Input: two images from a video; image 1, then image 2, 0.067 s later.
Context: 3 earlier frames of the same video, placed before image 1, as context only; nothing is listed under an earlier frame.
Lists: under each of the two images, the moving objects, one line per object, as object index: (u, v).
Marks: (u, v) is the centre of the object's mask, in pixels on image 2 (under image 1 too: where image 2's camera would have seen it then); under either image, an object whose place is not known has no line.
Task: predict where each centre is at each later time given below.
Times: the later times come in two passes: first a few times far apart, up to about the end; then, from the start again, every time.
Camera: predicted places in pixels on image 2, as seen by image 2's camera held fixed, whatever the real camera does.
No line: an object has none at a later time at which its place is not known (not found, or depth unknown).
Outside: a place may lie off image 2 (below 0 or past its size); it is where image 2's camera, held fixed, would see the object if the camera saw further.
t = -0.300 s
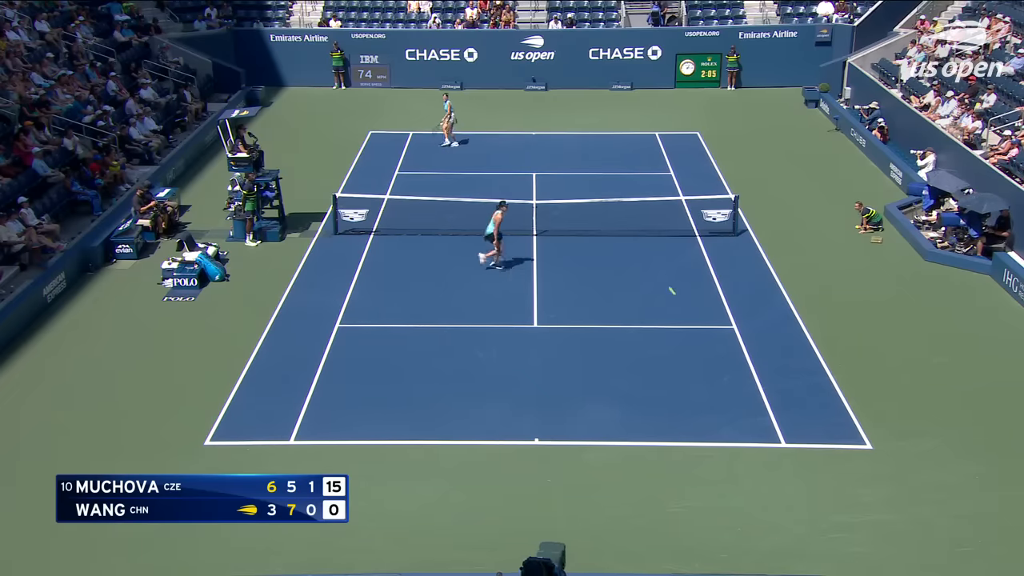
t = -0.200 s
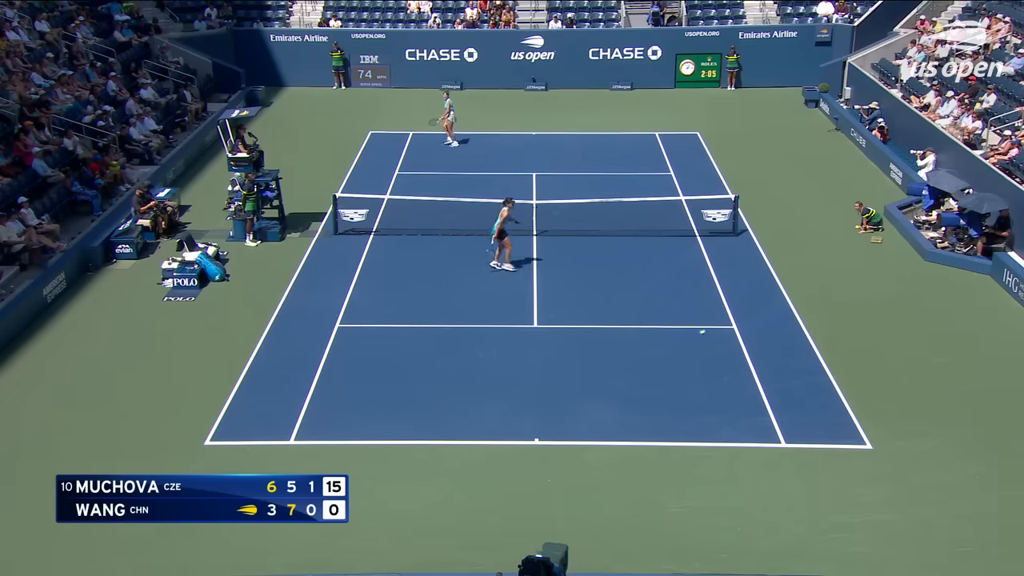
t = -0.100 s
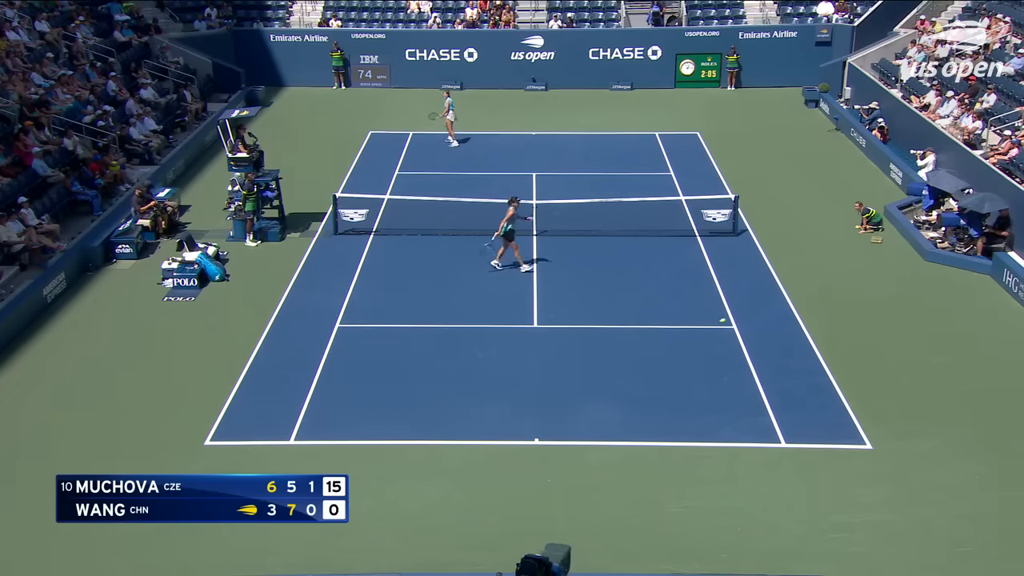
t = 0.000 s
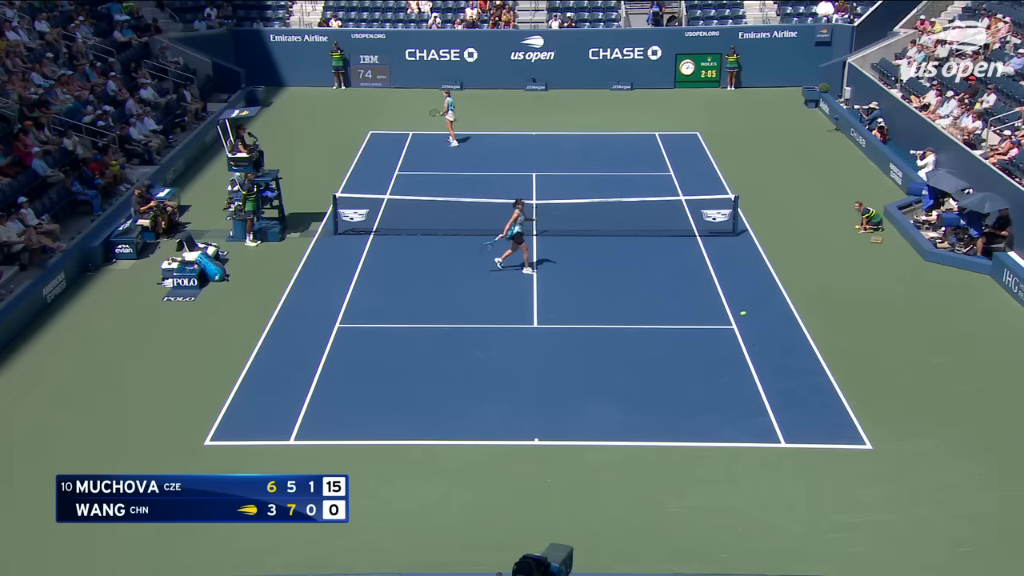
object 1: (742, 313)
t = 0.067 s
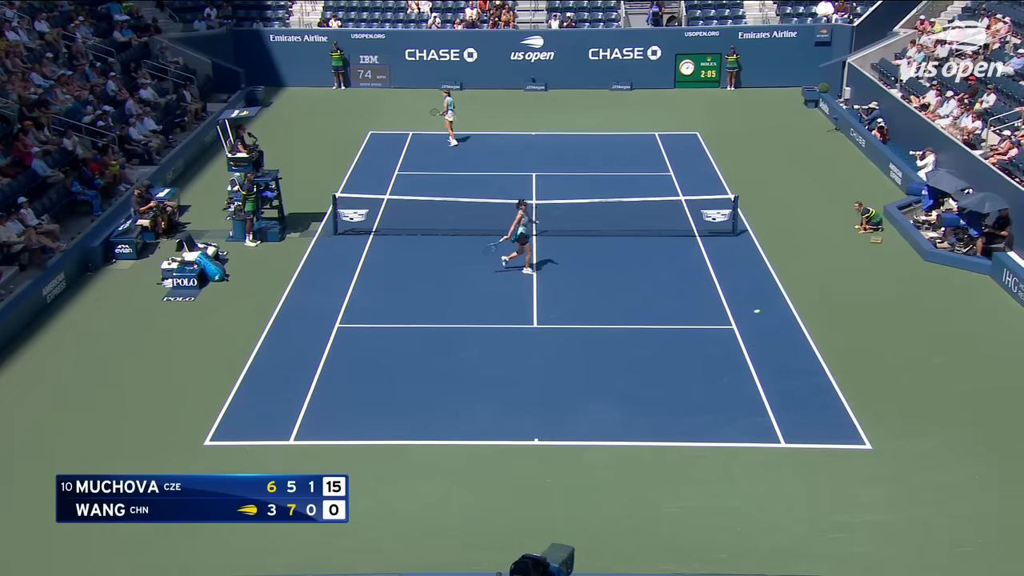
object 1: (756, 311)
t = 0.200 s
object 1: (785, 314)
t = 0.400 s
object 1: (829, 337)
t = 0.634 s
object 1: (879, 394)
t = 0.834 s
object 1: (926, 426)
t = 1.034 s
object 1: (981, 426)
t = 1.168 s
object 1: (1018, 440)
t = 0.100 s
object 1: (763, 311)
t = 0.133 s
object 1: (771, 311)
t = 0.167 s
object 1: (778, 312)
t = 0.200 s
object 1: (785, 314)
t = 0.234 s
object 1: (792, 316)
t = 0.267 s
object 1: (800, 319)
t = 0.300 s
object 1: (807, 323)
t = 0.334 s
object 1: (813, 327)
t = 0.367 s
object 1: (821, 332)
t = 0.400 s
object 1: (829, 337)
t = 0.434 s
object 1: (836, 343)
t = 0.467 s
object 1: (843, 350)
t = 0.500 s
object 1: (850, 357)
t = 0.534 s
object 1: (857, 365)
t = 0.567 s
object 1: (864, 374)
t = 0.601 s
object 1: (871, 383)
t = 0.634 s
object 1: (879, 394)
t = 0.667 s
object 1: (886, 404)
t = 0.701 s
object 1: (893, 416)
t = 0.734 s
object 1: (900, 429)
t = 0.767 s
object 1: (908, 433)
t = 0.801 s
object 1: (917, 430)
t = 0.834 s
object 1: (926, 426)
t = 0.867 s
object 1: (935, 425)
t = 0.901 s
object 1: (944, 424)
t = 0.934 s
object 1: (953, 424)
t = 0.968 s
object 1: (963, 424)
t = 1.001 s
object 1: (971, 425)
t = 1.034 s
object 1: (981, 426)
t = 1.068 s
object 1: (990, 429)
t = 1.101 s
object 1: (999, 432)
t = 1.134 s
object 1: (1009, 436)
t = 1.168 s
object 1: (1018, 440)
